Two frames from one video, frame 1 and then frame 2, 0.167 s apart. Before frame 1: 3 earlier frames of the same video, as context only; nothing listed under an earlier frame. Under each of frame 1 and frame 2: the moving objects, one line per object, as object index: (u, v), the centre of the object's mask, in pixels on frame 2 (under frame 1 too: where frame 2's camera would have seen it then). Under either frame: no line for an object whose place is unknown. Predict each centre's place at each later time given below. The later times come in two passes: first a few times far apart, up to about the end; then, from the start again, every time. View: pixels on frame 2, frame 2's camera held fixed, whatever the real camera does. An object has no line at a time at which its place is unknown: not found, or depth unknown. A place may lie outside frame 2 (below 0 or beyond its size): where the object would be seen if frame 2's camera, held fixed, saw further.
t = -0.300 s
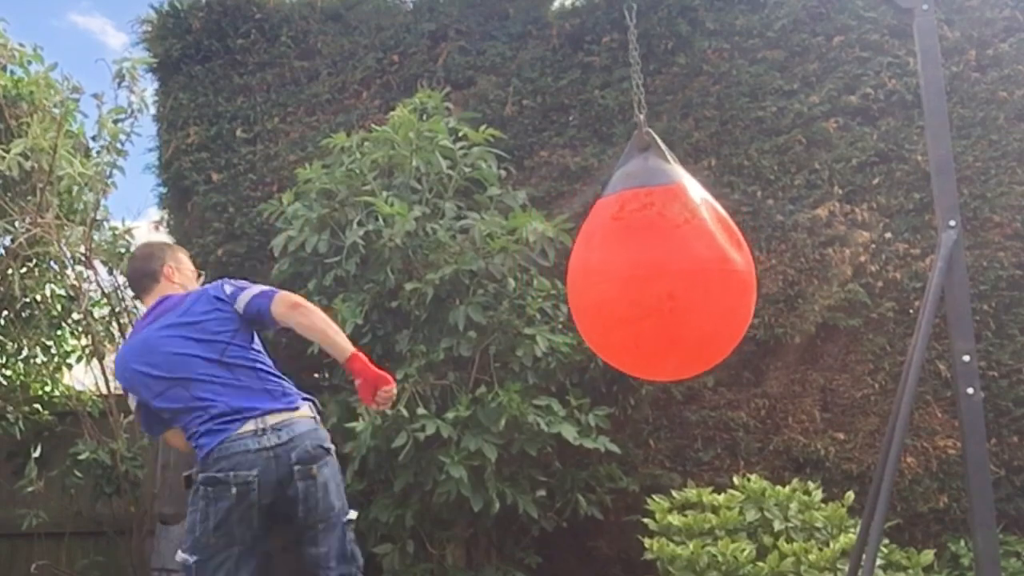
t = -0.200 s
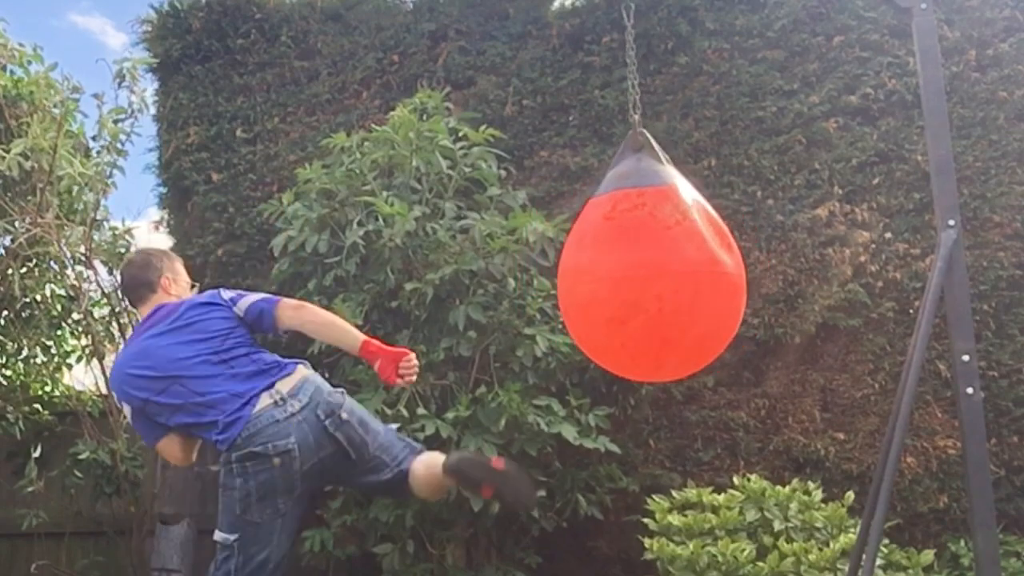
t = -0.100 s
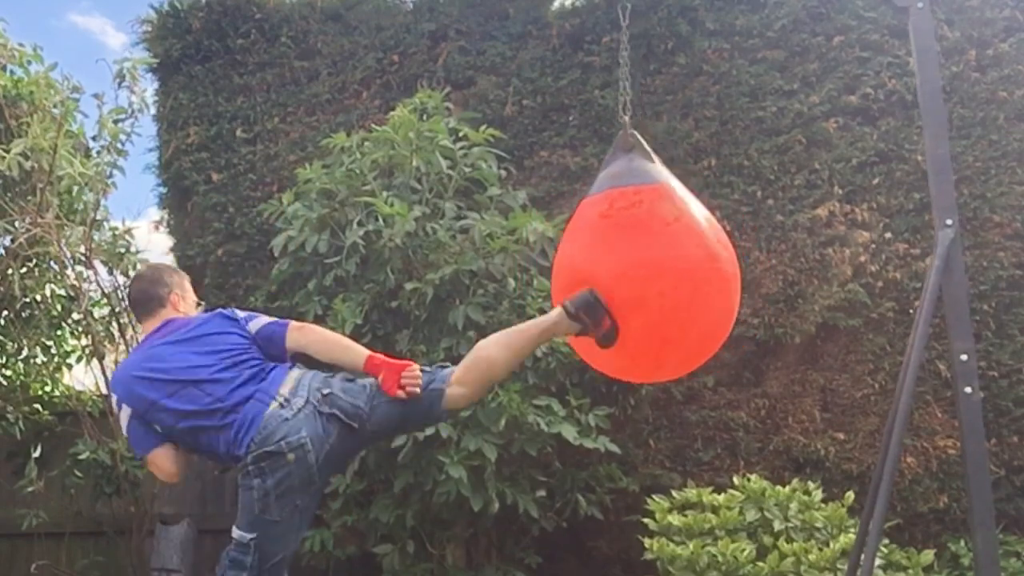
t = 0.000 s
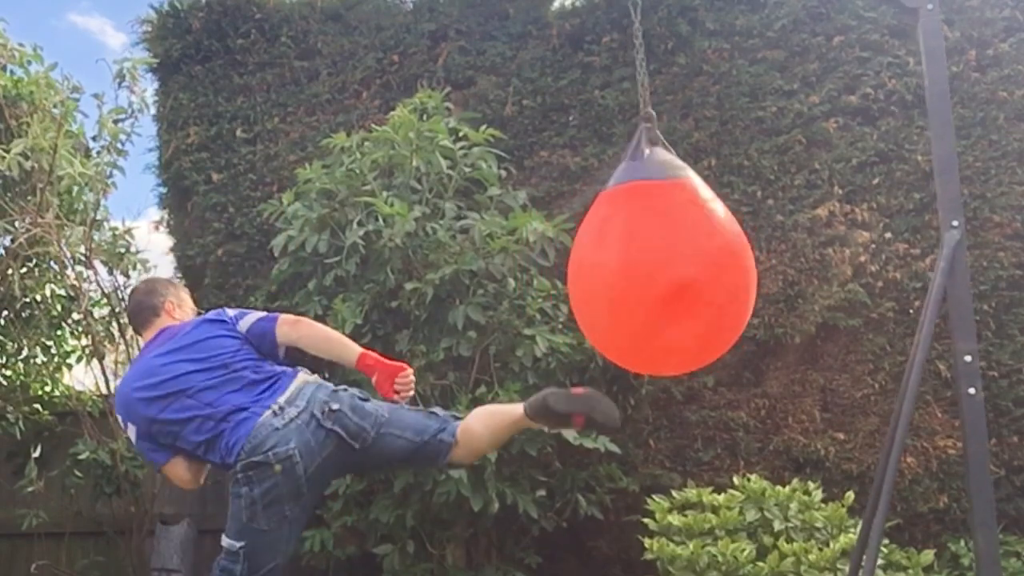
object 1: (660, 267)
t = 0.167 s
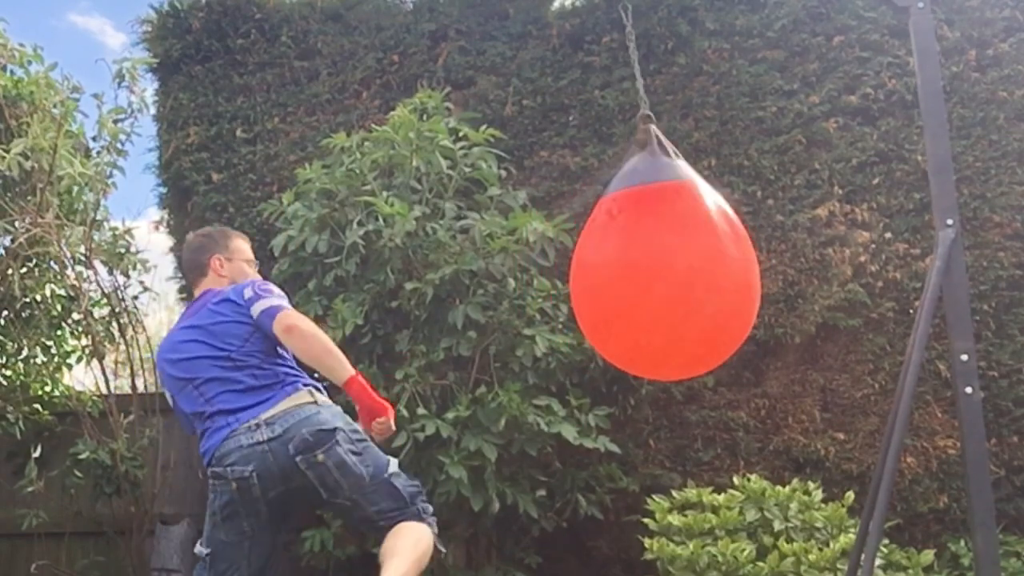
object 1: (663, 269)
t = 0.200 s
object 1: (663, 268)
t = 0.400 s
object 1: (657, 263)
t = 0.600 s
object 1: (659, 264)
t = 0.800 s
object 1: (640, 259)
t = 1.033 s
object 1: (629, 260)
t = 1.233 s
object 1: (621, 268)
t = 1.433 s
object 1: (622, 271)
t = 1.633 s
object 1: (637, 272)
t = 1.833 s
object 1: (648, 272)
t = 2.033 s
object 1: (656, 268)
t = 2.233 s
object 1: (663, 267)
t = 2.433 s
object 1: (653, 266)
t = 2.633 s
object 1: (645, 261)
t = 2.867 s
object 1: (632, 264)
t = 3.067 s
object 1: (622, 267)
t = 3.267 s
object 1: (627, 269)
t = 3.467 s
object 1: (634, 272)
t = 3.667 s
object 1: (643, 272)
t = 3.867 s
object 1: (658, 271)
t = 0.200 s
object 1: (663, 268)
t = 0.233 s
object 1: (660, 268)
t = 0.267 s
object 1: (659, 266)
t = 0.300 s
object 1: (658, 265)
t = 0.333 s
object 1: (657, 265)
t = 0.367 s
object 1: (657, 265)
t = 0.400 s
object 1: (657, 263)
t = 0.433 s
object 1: (657, 261)
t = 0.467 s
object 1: (658, 260)
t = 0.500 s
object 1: (659, 262)
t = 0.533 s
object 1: (660, 262)
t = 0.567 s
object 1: (660, 263)
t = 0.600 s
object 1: (659, 264)
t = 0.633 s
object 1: (657, 263)
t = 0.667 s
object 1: (654, 262)
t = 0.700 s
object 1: (650, 260)
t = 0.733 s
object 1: (647, 259)
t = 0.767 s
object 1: (644, 259)
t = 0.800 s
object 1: (640, 259)
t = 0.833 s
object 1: (637, 260)
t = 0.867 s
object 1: (635, 261)
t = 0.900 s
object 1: (633, 263)
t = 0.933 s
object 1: (632, 262)
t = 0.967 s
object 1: (631, 261)
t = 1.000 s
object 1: (630, 261)
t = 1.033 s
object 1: (629, 260)
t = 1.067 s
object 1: (628, 261)
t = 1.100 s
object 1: (627, 261)
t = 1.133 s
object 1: (626, 263)
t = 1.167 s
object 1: (624, 267)
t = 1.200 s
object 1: (622, 268)
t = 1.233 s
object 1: (621, 268)
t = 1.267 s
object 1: (620, 269)
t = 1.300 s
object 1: (620, 269)
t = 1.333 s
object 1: (620, 269)
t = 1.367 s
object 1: (620, 269)
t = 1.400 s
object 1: (621, 270)
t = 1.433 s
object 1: (622, 271)
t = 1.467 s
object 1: (624, 272)
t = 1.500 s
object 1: (626, 273)
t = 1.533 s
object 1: (628, 273)
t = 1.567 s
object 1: (631, 273)
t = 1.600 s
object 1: (634, 273)
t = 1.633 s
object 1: (637, 272)
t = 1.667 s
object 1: (639, 272)
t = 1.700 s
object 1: (641, 271)
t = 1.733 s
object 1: (643, 272)
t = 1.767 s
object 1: (645, 272)
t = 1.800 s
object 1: (646, 272)
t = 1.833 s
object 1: (648, 272)
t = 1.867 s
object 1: (648, 271)
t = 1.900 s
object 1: (649, 271)
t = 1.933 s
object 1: (651, 271)
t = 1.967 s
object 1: (652, 270)
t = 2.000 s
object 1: (654, 269)
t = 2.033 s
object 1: (656, 268)
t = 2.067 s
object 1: (658, 268)
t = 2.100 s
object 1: (660, 268)
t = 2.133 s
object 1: (661, 268)
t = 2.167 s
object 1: (662, 267)
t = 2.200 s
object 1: (663, 267)
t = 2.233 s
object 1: (663, 267)
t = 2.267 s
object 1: (662, 266)
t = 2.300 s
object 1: (661, 266)
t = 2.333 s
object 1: (659, 266)
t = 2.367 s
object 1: (657, 266)
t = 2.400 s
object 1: (656, 264)
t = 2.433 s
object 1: (653, 266)
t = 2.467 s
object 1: (652, 266)
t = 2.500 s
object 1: (650, 265)
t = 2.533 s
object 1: (649, 264)
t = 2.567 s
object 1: (648, 264)
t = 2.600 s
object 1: (646, 262)
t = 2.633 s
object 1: (645, 261)
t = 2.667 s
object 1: (643, 262)
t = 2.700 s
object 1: (641, 263)
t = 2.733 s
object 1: (640, 263)
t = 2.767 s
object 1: (638, 264)
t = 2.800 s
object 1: (637, 264)
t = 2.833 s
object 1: (633, 264)
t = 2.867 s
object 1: (632, 264)
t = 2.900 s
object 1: (629, 264)
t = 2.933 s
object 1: (627, 264)
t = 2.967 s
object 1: (625, 265)
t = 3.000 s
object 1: (623, 265)
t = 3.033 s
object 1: (622, 266)
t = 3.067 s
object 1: (622, 267)
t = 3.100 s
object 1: (622, 268)
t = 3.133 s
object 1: (622, 268)
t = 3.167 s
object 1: (623, 268)
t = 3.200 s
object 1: (624, 268)
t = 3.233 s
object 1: (625, 268)
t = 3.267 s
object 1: (627, 269)
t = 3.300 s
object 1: (628, 270)
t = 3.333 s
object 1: (629, 271)
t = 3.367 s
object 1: (630, 271)
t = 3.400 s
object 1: (632, 272)
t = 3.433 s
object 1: (633, 272)
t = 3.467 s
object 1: (634, 272)
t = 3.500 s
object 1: (635, 272)
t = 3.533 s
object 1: (637, 272)
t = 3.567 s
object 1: (638, 273)
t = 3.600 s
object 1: (640, 273)
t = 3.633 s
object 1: (641, 272)
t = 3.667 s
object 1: (643, 272)
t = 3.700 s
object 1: (645, 272)
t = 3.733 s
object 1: (648, 272)
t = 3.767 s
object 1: (651, 272)
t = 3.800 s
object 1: (654, 272)
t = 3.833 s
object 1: (656, 271)
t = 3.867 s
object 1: (658, 271)
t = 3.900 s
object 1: (659, 272)
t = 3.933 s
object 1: (660, 271)
